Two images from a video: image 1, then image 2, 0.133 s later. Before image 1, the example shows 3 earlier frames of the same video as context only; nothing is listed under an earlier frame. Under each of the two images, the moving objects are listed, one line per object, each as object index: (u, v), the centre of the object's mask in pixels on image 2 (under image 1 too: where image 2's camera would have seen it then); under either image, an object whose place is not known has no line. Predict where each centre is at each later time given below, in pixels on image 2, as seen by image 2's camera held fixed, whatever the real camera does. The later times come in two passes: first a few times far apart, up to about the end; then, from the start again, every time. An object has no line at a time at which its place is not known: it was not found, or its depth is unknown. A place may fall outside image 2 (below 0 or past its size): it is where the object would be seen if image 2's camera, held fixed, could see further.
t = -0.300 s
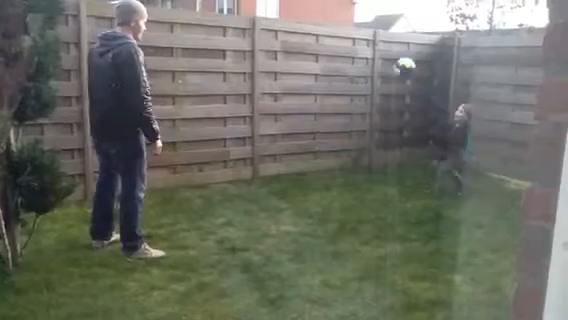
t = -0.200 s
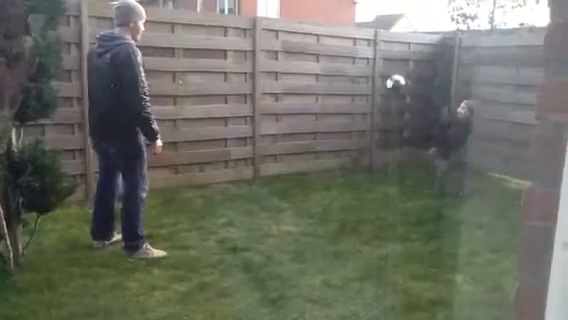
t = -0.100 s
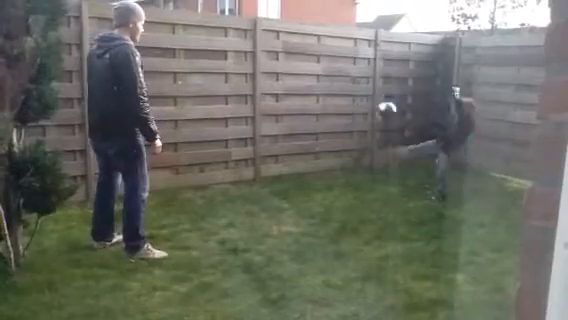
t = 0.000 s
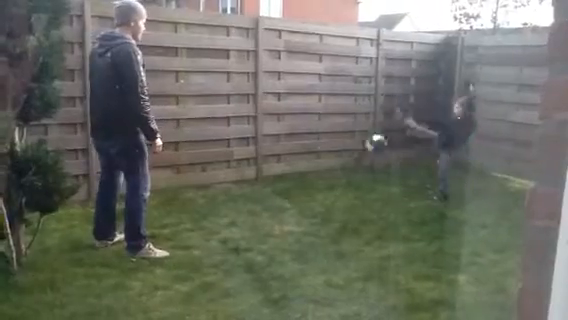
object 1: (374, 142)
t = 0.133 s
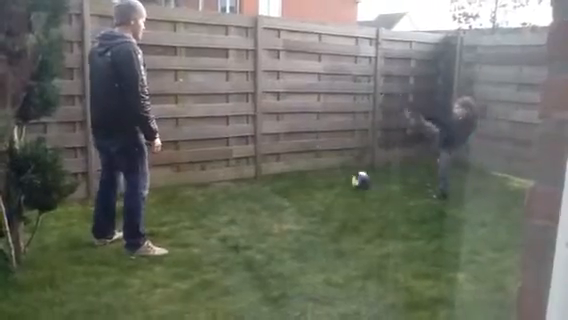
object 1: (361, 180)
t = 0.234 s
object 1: (357, 163)
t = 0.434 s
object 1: (347, 154)
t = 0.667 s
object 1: (334, 184)
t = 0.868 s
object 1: (322, 180)
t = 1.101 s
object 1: (308, 187)
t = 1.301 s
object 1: (297, 187)
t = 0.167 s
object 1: (359, 175)
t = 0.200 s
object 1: (359, 168)
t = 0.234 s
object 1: (357, 163)
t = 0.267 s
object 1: (356, 159)
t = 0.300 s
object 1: (354, 156)
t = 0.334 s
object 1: (352, 154)
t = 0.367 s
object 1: (351, 153)
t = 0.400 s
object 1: (349, 153)
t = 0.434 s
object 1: (347, 154)
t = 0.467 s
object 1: (346, 155)
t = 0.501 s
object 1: (343, 158)
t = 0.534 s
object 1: (341, 162)
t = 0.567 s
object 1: (339, 167)
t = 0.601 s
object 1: (337, 174)
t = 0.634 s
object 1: (336, 180)
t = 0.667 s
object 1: (334, 184)
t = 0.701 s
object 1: (332, 182)
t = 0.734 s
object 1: (330, 180)
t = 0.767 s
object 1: (328, 178)
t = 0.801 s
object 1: (326, 178)
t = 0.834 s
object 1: (324, 179)
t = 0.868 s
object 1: (322, 180)
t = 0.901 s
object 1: (320, 182)
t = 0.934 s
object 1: (317, 186)
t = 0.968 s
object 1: (316, 186)
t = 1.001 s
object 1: (313, 187)
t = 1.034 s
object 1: (312, 187)
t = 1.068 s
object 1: (310, 187)
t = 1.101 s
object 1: (308, 187)
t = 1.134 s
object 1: (307, 187)
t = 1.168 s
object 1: (304, 187)
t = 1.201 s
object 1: (302, 187)
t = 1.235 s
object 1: (301, 187)
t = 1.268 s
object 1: (299, 187)
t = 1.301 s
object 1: (297, 187)
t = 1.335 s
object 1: (295, 187)
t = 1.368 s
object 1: (295, 188)
